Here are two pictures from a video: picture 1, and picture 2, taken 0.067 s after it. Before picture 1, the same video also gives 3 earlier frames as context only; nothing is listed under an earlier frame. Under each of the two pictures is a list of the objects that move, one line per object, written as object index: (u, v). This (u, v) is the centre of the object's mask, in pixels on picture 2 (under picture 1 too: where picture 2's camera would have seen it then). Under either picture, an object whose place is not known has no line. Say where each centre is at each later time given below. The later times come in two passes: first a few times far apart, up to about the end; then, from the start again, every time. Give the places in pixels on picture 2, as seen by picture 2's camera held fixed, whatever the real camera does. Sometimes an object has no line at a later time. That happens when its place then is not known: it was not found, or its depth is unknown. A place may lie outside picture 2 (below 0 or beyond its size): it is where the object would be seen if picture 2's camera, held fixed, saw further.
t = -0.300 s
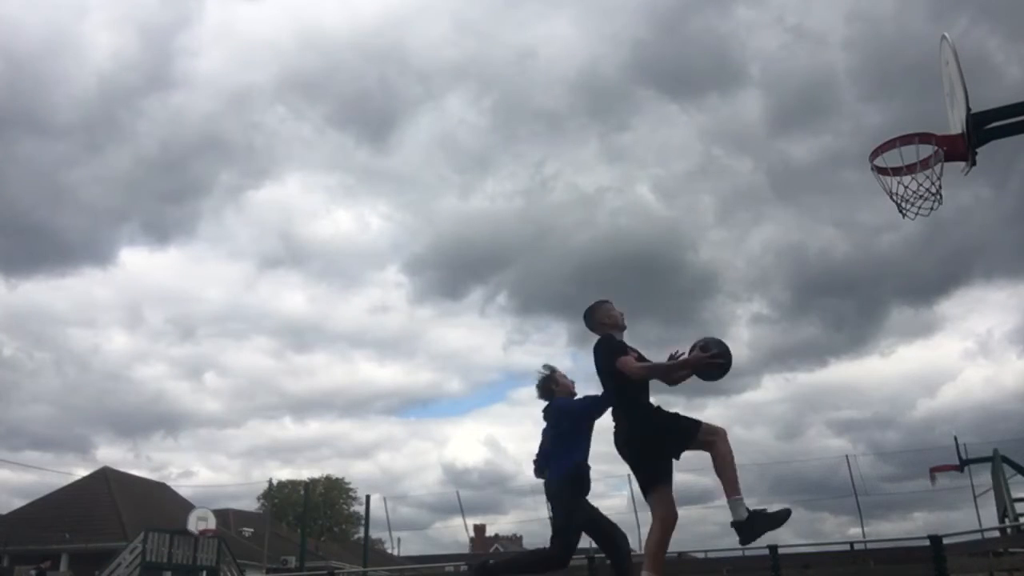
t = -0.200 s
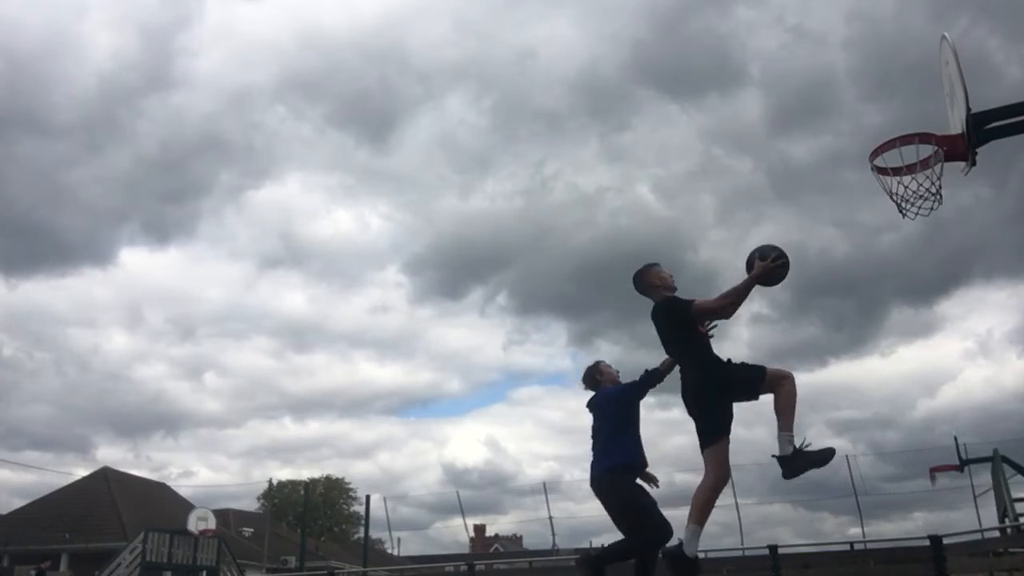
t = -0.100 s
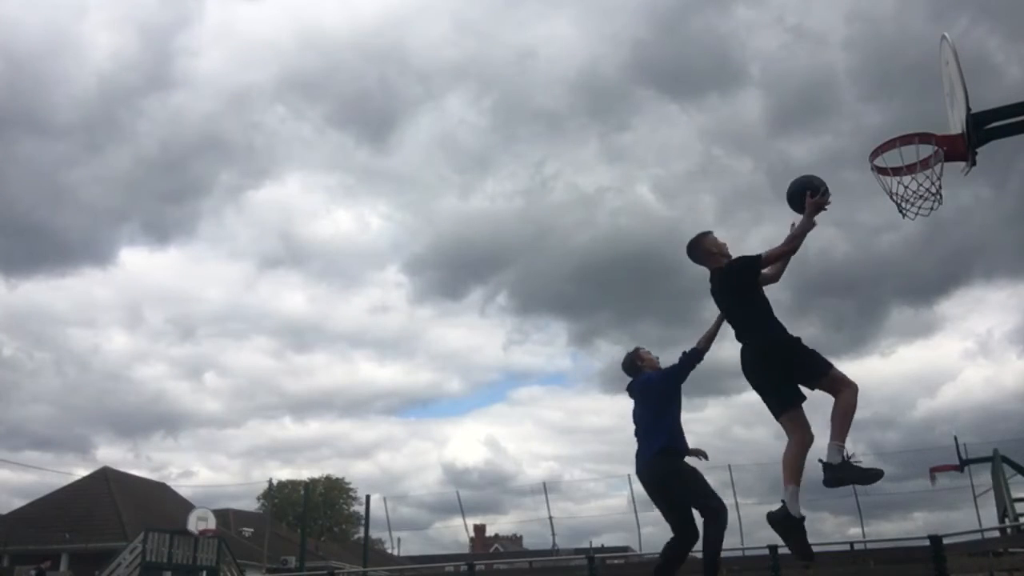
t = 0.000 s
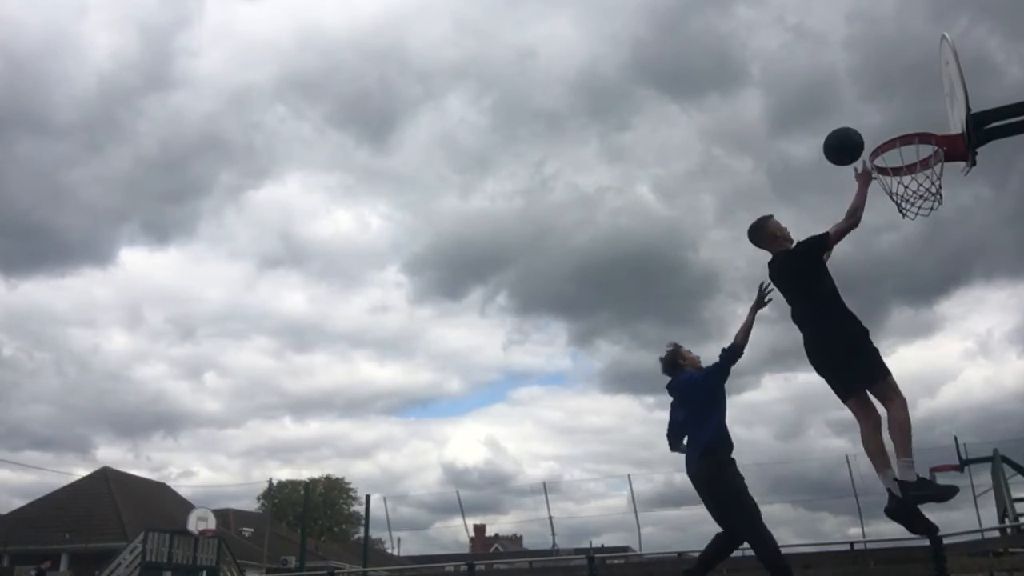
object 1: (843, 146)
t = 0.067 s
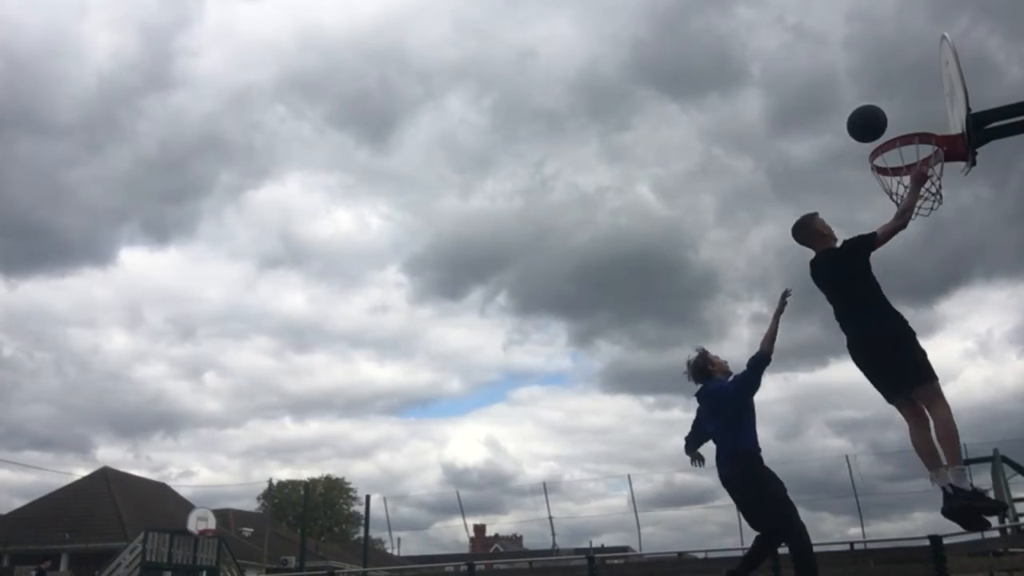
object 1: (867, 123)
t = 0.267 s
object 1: (936, 95)
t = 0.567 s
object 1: (874, 132)
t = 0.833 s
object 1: (884, 131)
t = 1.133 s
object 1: (921, 161)
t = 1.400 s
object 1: (939, 237)
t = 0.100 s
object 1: (878, 115)
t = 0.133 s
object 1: (890, 108)
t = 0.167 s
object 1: (902, 102)
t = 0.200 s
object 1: (914, 98)
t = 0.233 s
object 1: (926, 96)
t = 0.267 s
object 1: (936, 95)
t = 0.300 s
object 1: (926, 99)
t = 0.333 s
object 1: (916, 105)
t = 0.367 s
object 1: (907, 111)
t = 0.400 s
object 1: (898, 119)
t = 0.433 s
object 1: (888, 127)
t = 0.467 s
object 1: (878, 135)
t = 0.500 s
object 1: (871, 142)
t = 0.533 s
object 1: (873, 136)
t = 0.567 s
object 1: (874, 132)
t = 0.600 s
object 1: (875, 128)
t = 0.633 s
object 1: (876, 126)
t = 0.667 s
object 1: (877, 124)
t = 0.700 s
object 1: (878, 124)
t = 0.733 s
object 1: (880, 125)
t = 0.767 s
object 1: (882, 126)
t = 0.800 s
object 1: (883, 129)
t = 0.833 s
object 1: (884, 131)
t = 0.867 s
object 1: (887, 139)
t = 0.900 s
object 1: (895, 156)
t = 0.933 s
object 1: (897, 157)
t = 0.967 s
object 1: (900, 156)
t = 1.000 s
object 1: (903, 155)
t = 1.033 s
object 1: (907, 156)
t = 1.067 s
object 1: (912, 157)
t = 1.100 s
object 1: (916, 157)
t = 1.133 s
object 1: (921, 161)
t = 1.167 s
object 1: (924, 168)
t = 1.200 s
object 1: (927, 176)
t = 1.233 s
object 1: (928, 184)
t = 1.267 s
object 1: (929, 191)
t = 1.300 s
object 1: (930, 200)
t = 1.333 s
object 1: (933, 211)
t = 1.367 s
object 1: (936, 223)
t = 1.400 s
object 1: (939, 237)
